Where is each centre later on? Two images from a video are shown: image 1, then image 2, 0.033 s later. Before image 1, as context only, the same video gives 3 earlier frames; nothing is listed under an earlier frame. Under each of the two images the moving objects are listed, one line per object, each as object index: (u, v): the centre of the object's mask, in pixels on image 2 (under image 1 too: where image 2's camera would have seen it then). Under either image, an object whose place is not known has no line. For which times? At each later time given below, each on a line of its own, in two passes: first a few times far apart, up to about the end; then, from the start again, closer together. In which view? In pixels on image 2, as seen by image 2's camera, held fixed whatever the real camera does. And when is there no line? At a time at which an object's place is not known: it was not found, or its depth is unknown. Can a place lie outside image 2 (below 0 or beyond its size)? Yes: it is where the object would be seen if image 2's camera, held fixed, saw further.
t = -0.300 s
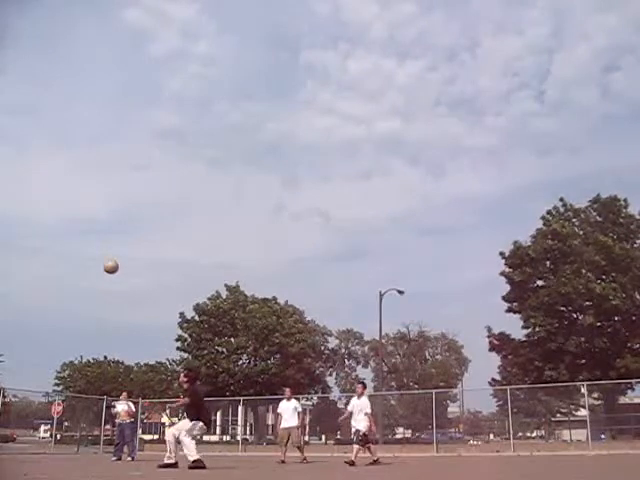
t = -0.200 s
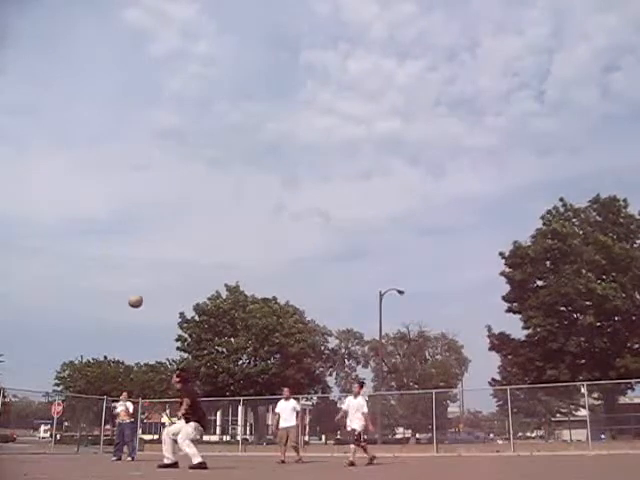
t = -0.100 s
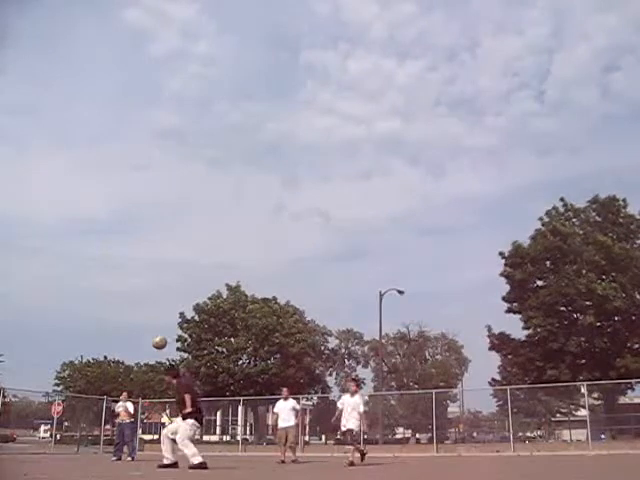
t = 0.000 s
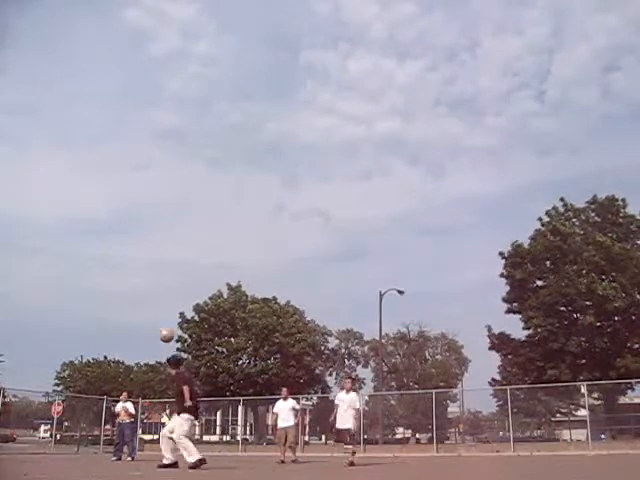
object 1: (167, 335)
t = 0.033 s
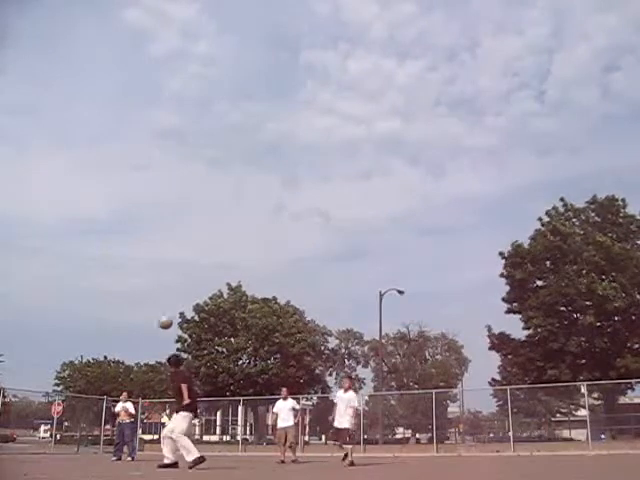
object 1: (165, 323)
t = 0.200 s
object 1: (157, 273)
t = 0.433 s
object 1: (147, 239)
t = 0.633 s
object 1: (138, 237)
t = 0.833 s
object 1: (129, 253)
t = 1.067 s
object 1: (117, 294)
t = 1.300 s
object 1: (106, 355)
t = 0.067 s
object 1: (163, 310)
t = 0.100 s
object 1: (163, 300)
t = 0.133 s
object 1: (161, 290)
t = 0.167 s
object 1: (159, 281)
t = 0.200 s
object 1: (157, 273)
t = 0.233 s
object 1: (157, 266)
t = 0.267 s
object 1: (155, 260)
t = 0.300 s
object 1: (153, 254)
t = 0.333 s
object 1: (152, 249)
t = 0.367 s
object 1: (150, 245)
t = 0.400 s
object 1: (149, 242)
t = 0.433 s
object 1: (147, 239)
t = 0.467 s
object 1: (146, 237)
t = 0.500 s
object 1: (144, 236)
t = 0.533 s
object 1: (143, 236)
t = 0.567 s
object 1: (141, 236)
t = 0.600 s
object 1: (140, 236)
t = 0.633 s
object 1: (138, 237)
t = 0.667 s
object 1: (137, 238)
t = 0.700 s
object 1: (136, 240)
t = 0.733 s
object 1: (134, 242)
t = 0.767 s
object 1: (132, 246)
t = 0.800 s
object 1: (131, 250)
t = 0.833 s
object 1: (129, 253)
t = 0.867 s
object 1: (127, 259)
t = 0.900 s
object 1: (126, 264)
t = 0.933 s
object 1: (124, 269)
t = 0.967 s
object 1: (122, 275)
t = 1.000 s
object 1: (120, 281)
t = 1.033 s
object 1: (119, 287)
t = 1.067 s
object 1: (117, 294)
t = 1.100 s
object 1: (117, 301)
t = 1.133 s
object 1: (114, 309)
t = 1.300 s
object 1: (106, 355)
